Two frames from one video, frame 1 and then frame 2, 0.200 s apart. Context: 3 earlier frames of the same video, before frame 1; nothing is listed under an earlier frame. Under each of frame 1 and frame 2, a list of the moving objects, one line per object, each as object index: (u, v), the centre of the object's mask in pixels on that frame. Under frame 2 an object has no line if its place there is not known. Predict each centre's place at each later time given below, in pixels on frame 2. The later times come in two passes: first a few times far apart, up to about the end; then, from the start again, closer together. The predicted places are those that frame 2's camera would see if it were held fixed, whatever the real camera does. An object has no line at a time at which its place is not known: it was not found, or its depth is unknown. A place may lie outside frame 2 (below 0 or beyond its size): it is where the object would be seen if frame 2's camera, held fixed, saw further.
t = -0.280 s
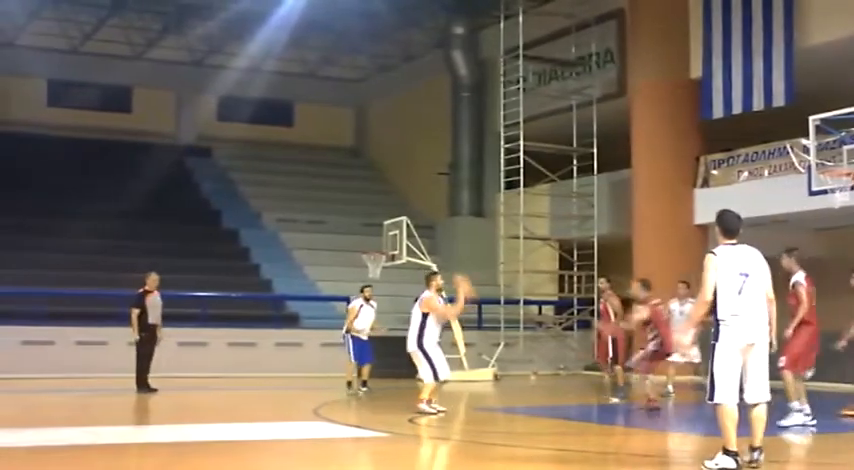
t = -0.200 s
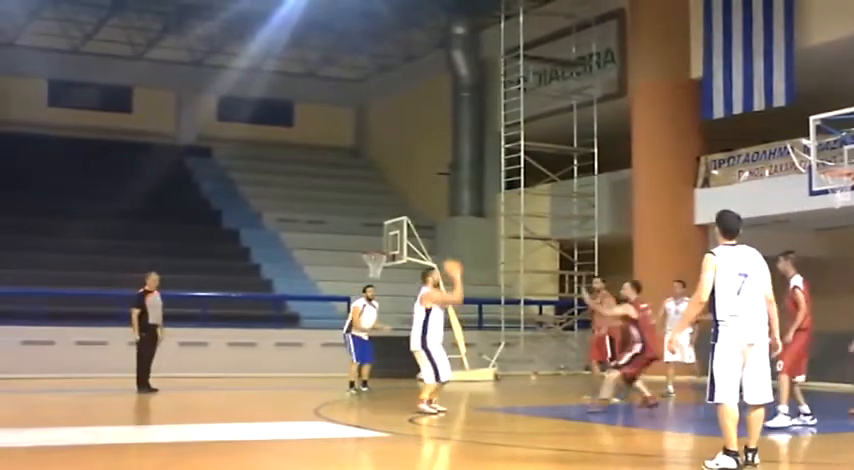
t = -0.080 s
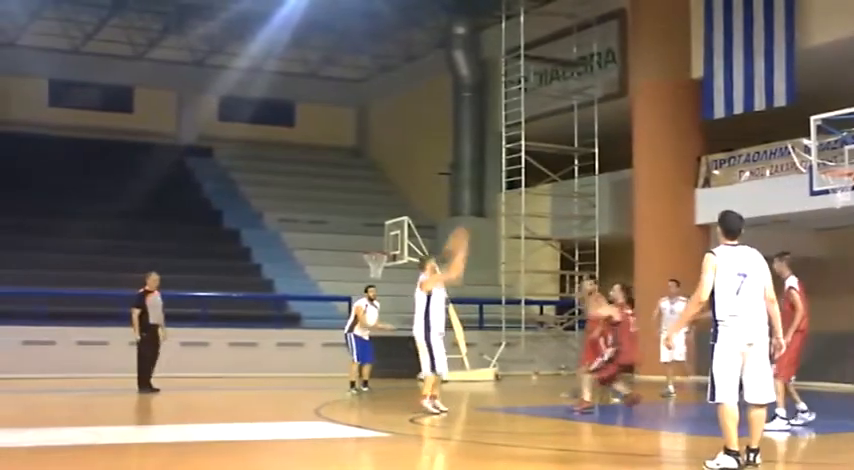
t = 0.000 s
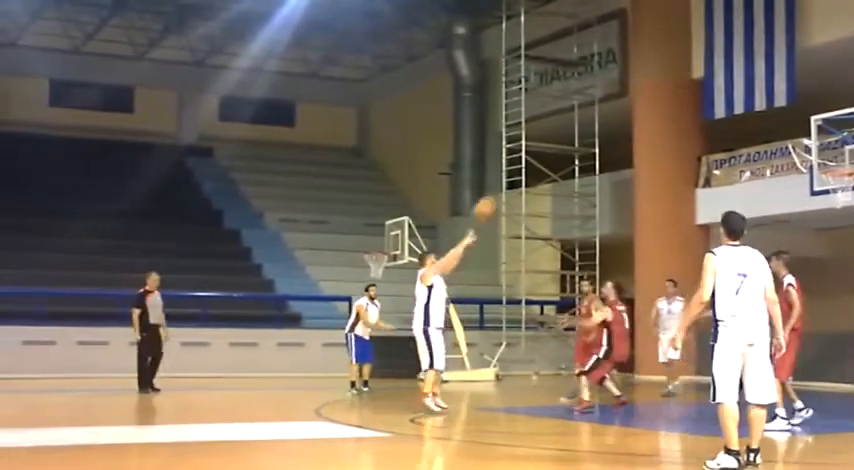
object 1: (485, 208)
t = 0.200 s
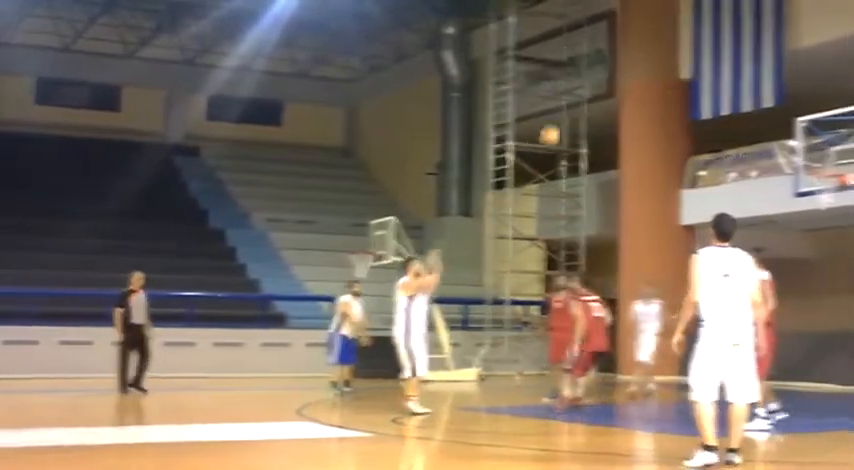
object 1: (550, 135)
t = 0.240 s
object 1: (564, 127)
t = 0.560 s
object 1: (682, 87)
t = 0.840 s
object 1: (776, 115)
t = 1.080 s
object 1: (839, 154)
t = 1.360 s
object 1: (827, 117)
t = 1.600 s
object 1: (814, 131)
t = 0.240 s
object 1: (564, 127)
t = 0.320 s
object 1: (597, 106)
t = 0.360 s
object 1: (610, 101)
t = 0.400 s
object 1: (624, 96)
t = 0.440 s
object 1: (637, 92)
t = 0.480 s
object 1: (653, 88)
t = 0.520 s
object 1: (668, 87)
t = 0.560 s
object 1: (682, 87)
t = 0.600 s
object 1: (694, 87)
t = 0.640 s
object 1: (707, 88)
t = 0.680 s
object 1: (721, 92)
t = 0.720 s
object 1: (734, 95)
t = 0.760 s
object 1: (753, 102)
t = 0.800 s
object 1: (764, 109)
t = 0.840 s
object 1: (776, 115)
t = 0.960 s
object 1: (819, 146)
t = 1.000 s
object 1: (830, 156)
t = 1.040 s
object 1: (836, 158)
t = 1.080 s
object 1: (839, 154)
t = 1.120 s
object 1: (839, 143)
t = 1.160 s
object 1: (838, 136)
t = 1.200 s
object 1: (834, 128)
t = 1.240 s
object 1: (833, 125)
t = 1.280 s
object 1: (830, 122)
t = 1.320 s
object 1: (828, 119)
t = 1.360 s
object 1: (827, 117)
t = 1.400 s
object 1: (823, 117)
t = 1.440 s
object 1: (821, 117)
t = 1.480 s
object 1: (820, 119)
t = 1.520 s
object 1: (818, 121)
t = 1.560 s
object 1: (816, 127)
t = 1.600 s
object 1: (814, 131)
